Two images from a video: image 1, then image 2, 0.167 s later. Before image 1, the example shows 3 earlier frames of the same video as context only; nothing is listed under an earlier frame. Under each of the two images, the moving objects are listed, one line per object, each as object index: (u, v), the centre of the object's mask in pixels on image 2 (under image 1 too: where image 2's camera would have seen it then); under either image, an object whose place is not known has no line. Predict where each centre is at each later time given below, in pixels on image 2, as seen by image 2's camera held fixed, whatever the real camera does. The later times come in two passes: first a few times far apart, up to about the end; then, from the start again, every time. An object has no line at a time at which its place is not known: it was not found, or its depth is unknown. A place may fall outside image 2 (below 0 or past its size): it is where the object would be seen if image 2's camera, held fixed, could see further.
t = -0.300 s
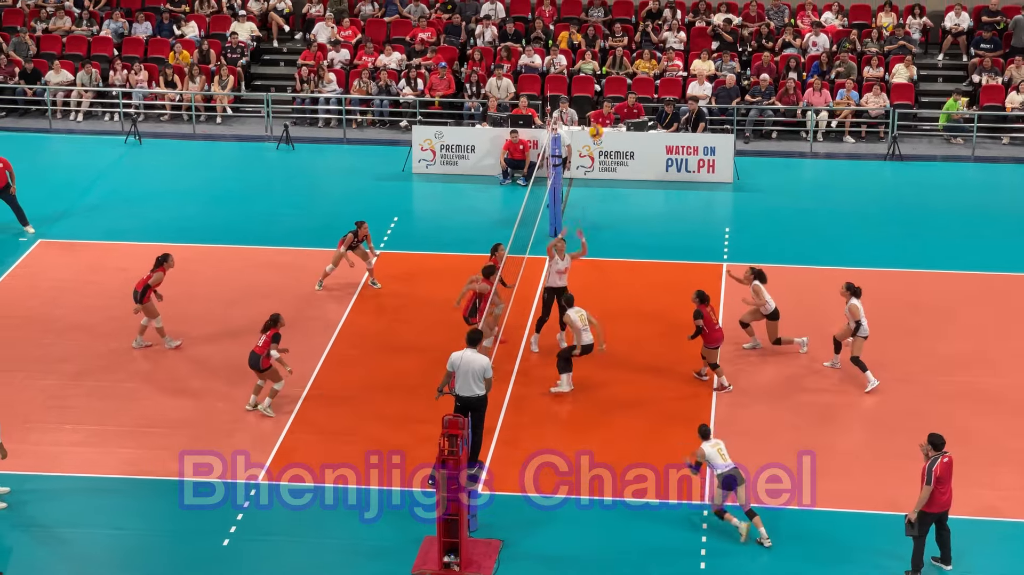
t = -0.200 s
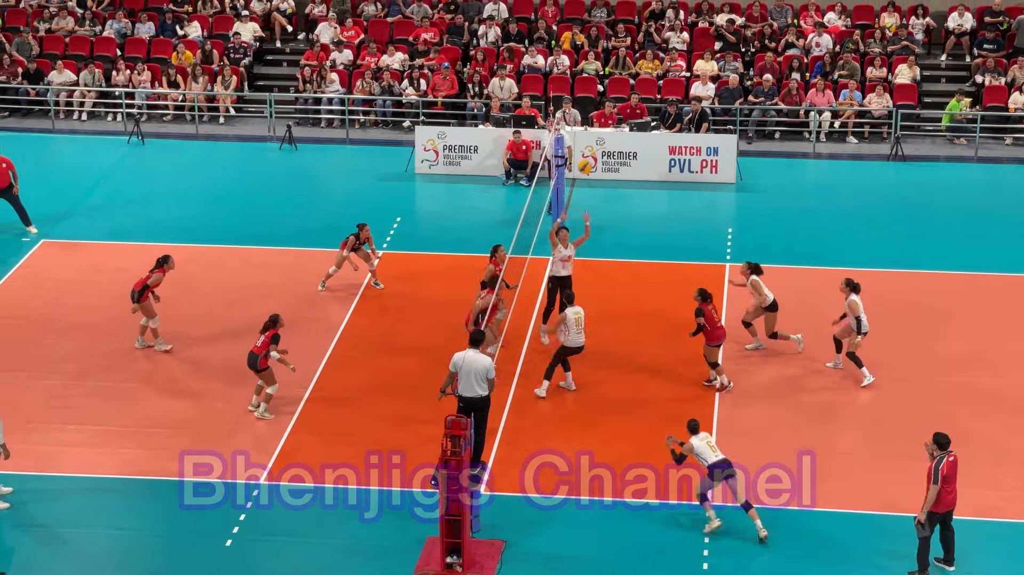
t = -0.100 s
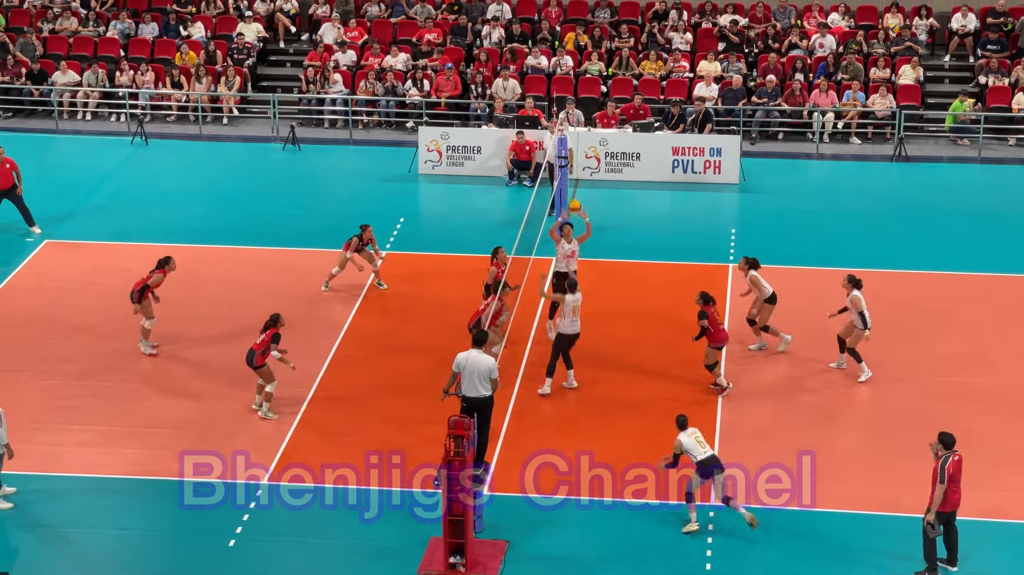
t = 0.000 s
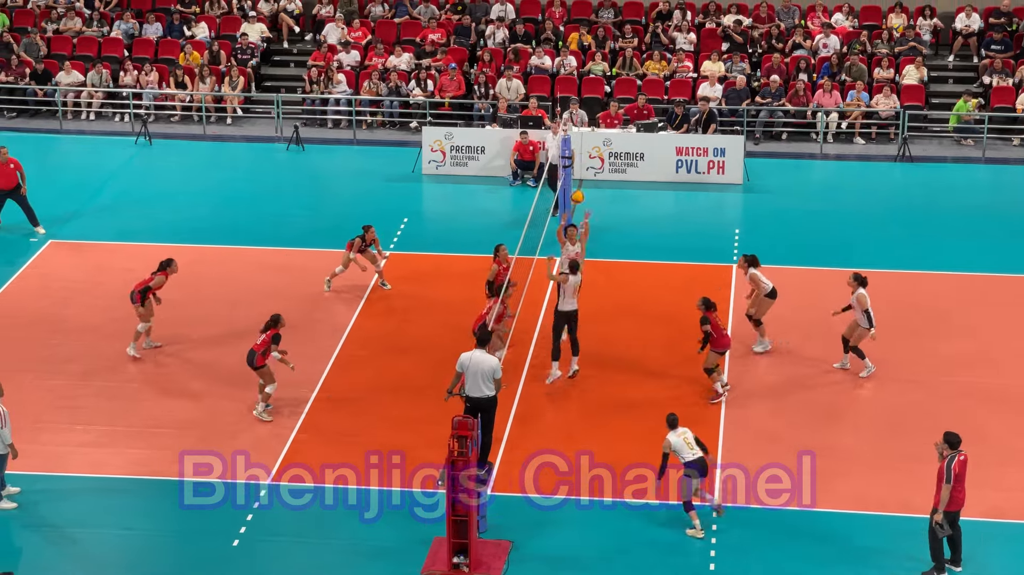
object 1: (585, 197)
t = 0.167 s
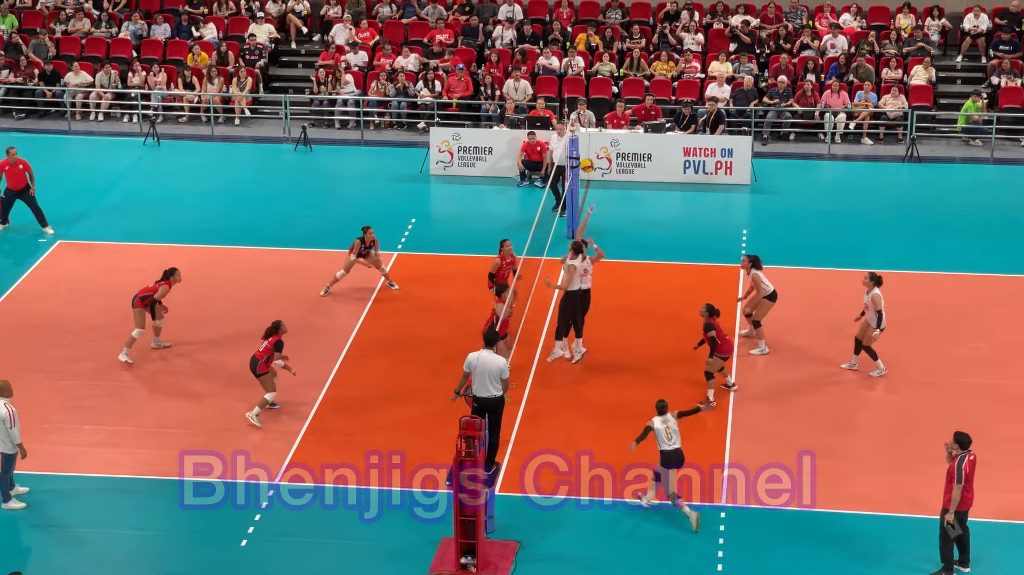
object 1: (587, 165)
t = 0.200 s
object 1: (588, 161)
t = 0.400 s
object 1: (590, 151)
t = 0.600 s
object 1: (591, 167)
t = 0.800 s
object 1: (592, 213)
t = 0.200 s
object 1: (588, 161)
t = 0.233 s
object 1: (587, 158)
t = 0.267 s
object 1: (589, 155)
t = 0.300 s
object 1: (589, 152)
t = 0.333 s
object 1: (589, 151)
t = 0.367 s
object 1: (590, 151)
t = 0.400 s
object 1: (590, 151)
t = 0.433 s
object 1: (590, 151)
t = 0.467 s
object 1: (590, 153)
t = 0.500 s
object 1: (591, 156)
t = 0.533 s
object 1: (591, 159)
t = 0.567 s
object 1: (591, 163)
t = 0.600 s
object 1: (591, 167)
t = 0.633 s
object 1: (591, 173)
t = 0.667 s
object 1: (592, 179)
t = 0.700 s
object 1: (592, 186)
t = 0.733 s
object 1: (592, 194)
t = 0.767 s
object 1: (592, 203)
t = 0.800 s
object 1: (592, 213)
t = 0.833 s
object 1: (592, 223)
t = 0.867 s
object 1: (592, 234)
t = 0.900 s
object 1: (593, 245)
